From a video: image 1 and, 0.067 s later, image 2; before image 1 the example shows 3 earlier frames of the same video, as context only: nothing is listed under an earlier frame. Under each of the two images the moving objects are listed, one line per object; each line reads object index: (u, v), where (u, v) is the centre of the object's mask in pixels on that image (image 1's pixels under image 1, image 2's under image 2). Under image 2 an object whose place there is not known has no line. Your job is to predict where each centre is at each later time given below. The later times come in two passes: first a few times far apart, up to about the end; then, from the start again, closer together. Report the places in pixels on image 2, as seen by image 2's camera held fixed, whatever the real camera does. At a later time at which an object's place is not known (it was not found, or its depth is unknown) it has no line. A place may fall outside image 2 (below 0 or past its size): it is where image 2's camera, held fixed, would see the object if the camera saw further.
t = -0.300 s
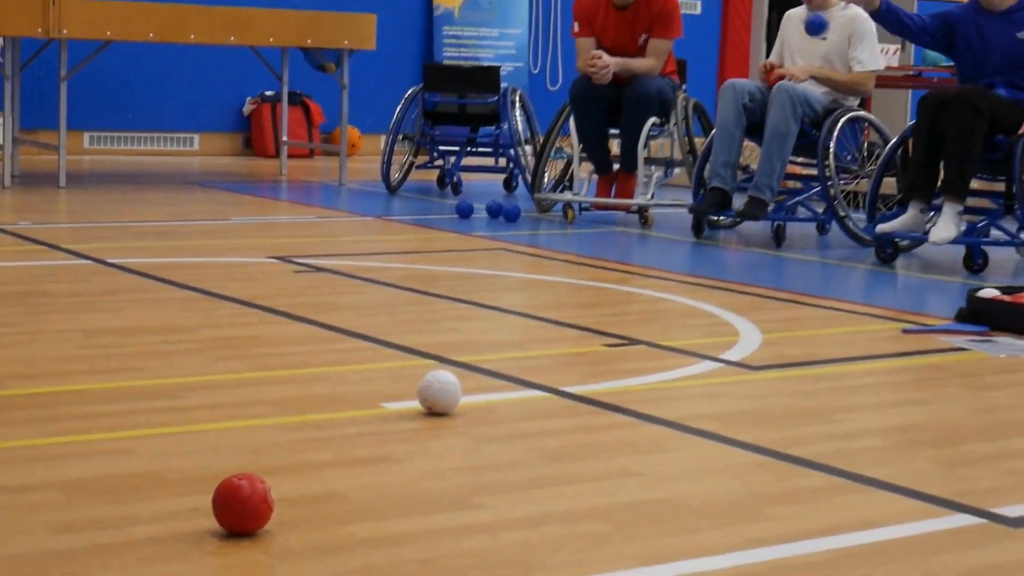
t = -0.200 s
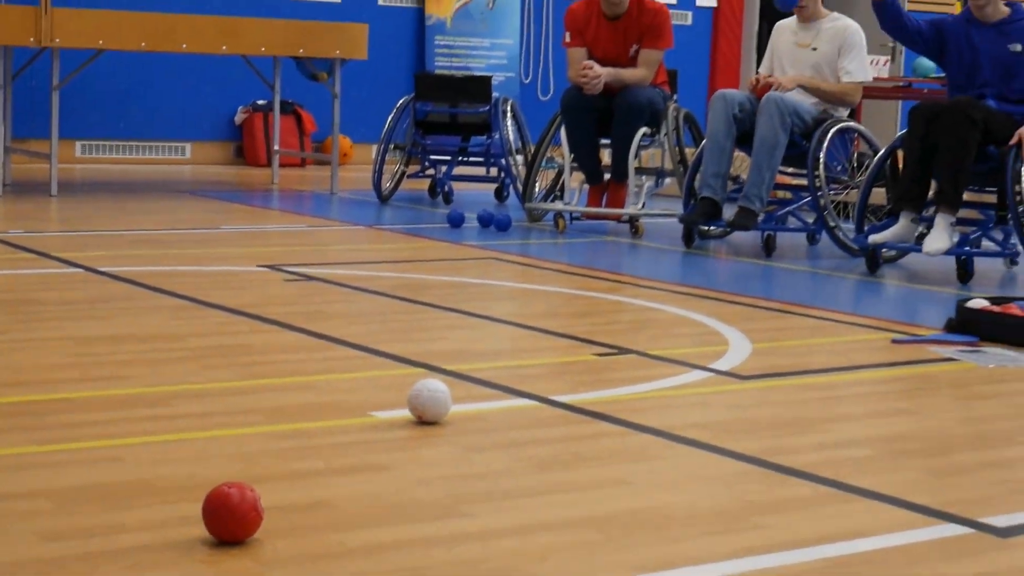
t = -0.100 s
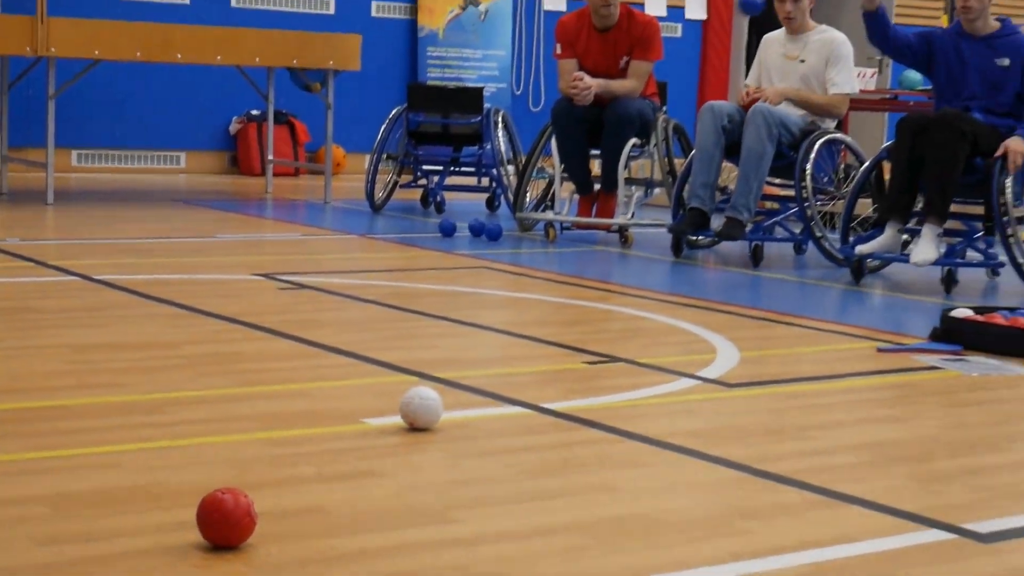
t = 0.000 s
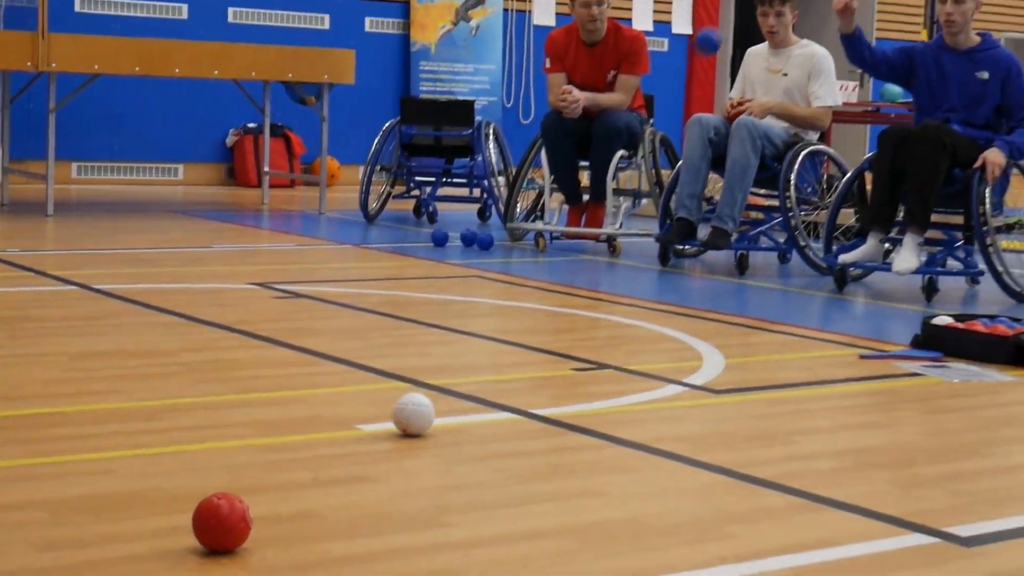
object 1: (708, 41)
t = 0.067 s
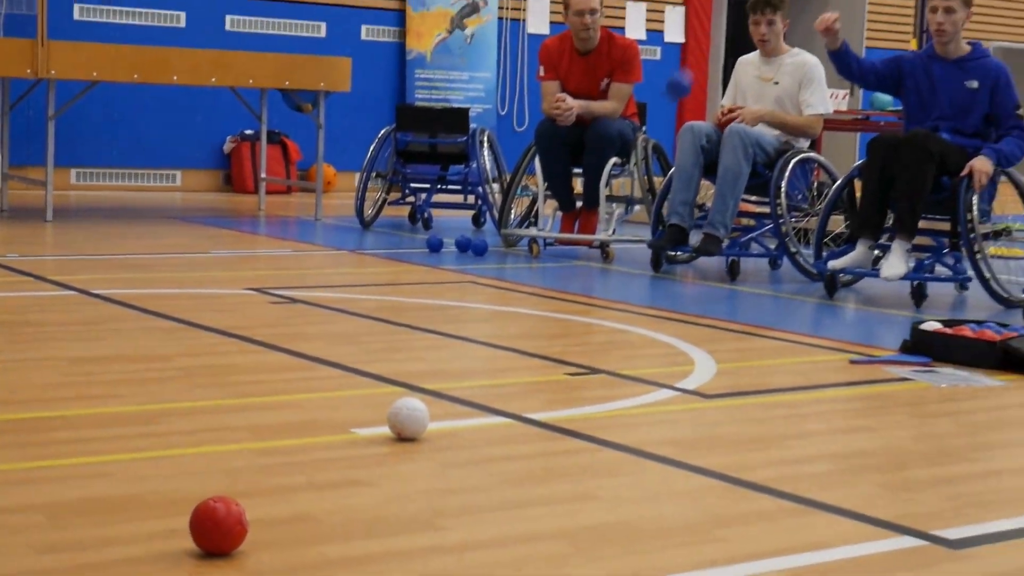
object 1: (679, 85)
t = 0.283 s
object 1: (593, 331)
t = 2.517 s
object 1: (474, 406)
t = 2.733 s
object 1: (473, 406)
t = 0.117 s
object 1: (659, 125)
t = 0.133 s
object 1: (655, 138)
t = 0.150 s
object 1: (647, 155)
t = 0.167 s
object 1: (639, 176)
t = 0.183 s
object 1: (632, 194)
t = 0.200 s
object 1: (627, 212)
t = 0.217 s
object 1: (620, 231)
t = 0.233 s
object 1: (611, 257)
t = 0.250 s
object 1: (607, 278)
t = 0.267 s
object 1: (600, 302)
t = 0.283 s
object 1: (593, 331)
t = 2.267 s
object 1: (474, 405)
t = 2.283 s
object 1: (474, 405)
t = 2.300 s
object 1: (474, 405)
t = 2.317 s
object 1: (474, 405)
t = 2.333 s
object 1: (474, 405)
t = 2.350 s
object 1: (474, 405)
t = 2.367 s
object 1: (474, 405)
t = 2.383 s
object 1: (474, 405)
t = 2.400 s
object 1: (474, 405)
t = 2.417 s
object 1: (474, 405)
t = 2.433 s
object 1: (474, 405)
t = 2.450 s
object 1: (473, 406)
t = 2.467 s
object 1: (473, 406)
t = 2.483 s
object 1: (474, 406)
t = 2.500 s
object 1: (474, 406)
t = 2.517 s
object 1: (474, 406)
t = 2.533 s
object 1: (474, 406)
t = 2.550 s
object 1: (473, 406)
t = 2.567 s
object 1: (473, 406)
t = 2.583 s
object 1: (473, 406)
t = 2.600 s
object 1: (473, 406)
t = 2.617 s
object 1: (474, 406)
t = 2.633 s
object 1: (474, 405)
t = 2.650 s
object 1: (473, 405)
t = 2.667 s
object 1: (473, 405)
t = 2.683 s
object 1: (473, 406)
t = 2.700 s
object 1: (473, 406)
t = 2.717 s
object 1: (473, 406)
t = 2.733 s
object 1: (473, 406)
